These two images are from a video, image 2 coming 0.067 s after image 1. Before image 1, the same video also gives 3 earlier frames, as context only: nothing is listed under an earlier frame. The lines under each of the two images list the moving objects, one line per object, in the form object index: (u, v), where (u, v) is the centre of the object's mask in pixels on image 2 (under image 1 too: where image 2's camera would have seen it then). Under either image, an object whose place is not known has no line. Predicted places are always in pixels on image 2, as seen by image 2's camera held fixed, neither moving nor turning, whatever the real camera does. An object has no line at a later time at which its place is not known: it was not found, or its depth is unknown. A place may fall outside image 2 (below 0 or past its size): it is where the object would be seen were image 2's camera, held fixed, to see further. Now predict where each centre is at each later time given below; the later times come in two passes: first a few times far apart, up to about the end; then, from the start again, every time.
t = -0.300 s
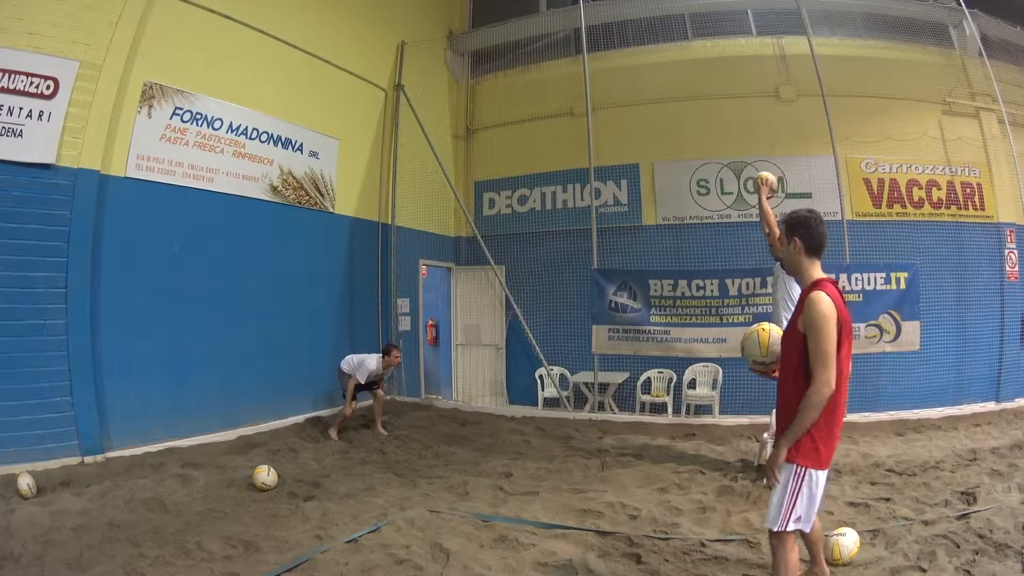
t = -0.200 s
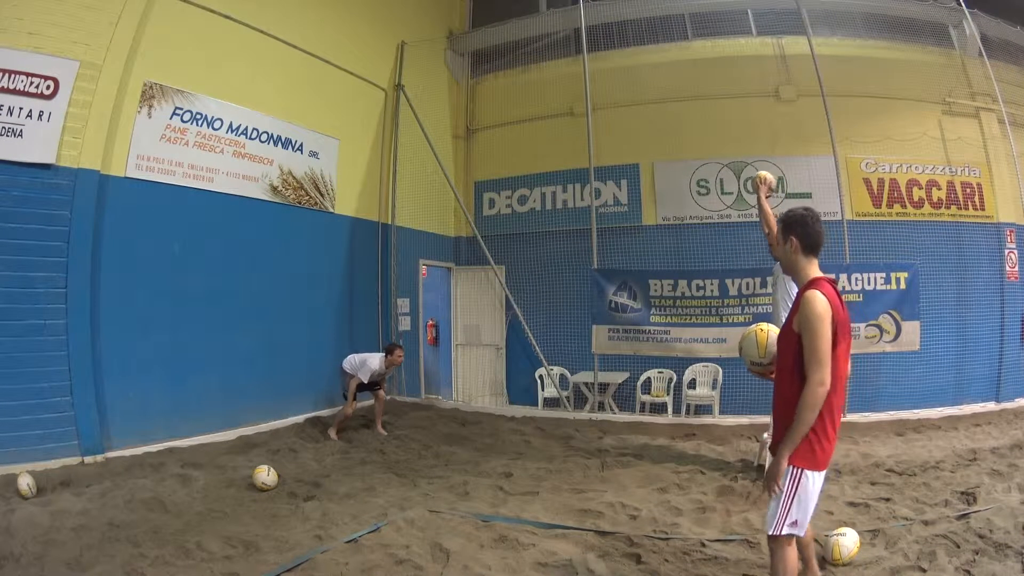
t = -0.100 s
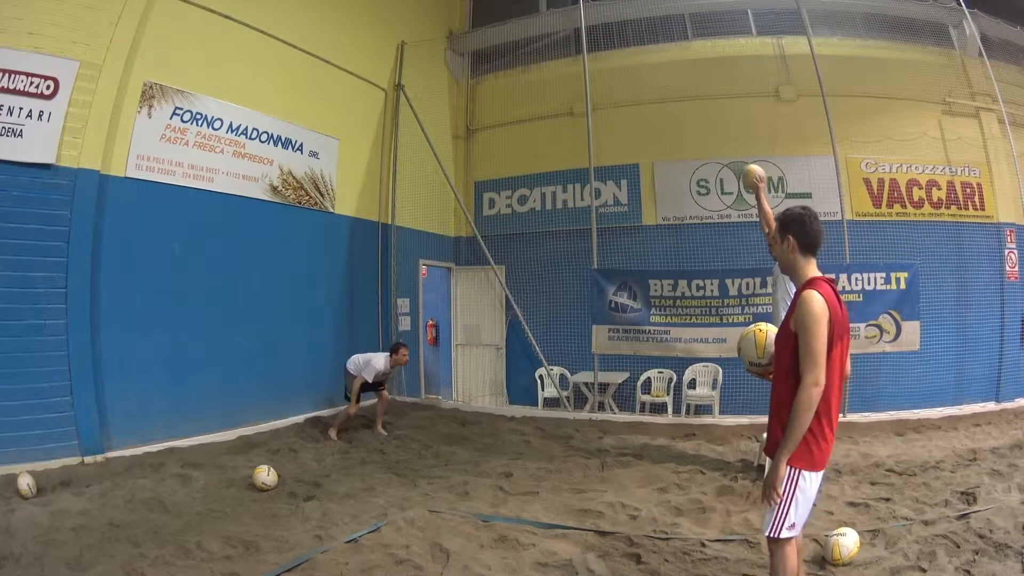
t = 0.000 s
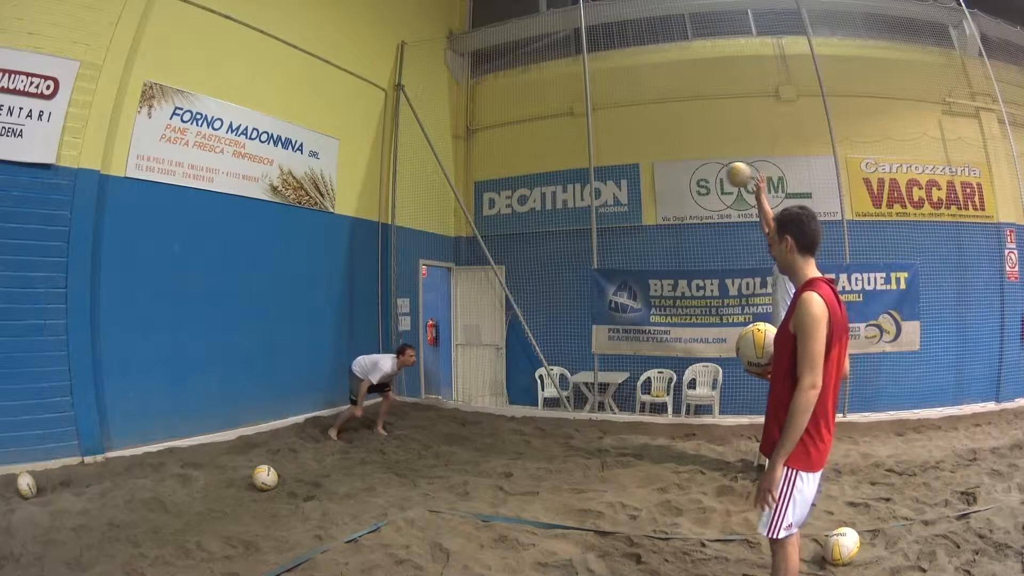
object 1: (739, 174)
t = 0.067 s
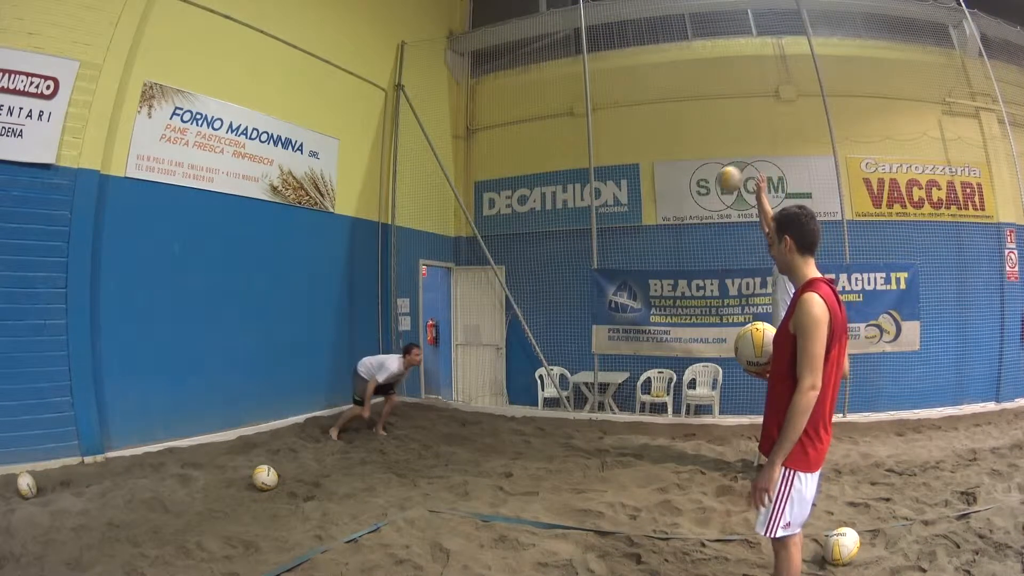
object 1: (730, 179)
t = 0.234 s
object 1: (707, 211)
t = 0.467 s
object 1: (676, 311)
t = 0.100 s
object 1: (725, 183)
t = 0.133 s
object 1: (721, 188)
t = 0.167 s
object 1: (716, 194)
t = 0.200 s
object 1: (711, 202)
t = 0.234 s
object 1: (707, 211)
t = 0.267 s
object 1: (703, 223)
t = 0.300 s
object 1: (698, 234)
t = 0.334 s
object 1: (694, 246)
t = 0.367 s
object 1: (689, 262)
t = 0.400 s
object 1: (686, 275)
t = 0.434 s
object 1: (680, 293)
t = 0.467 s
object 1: (676, 311)
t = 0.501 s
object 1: (671, 331)
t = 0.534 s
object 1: (667, 354)
